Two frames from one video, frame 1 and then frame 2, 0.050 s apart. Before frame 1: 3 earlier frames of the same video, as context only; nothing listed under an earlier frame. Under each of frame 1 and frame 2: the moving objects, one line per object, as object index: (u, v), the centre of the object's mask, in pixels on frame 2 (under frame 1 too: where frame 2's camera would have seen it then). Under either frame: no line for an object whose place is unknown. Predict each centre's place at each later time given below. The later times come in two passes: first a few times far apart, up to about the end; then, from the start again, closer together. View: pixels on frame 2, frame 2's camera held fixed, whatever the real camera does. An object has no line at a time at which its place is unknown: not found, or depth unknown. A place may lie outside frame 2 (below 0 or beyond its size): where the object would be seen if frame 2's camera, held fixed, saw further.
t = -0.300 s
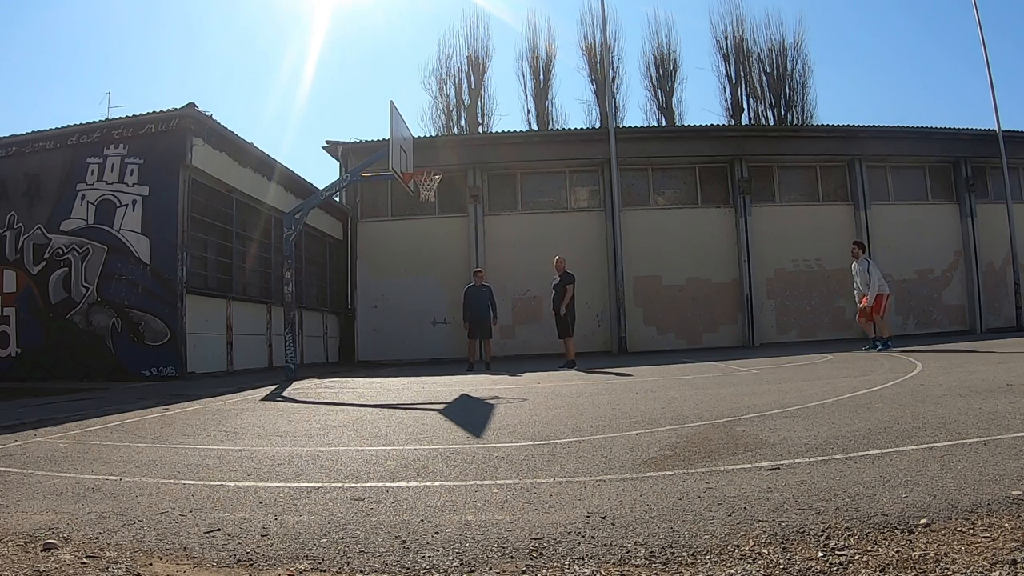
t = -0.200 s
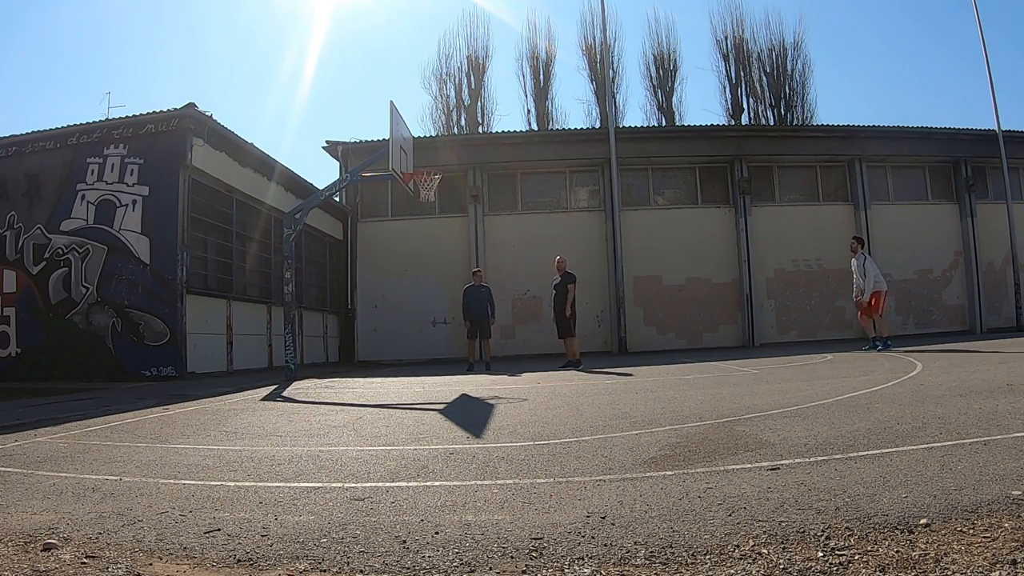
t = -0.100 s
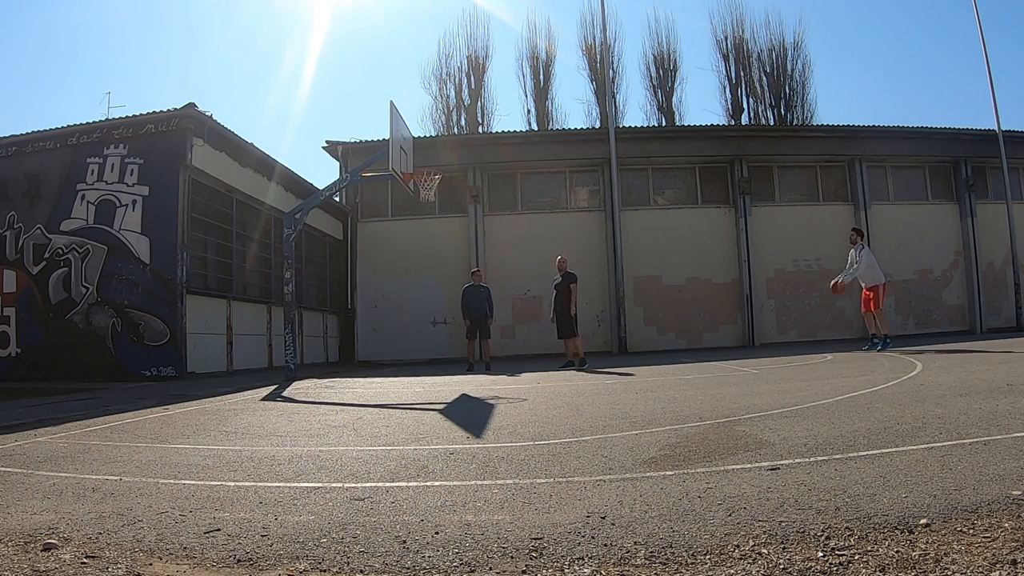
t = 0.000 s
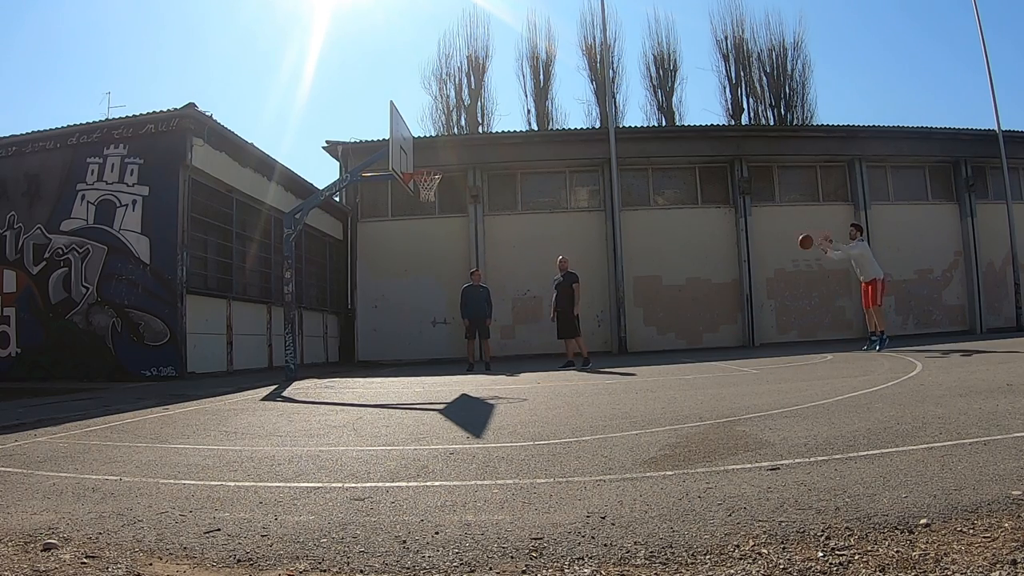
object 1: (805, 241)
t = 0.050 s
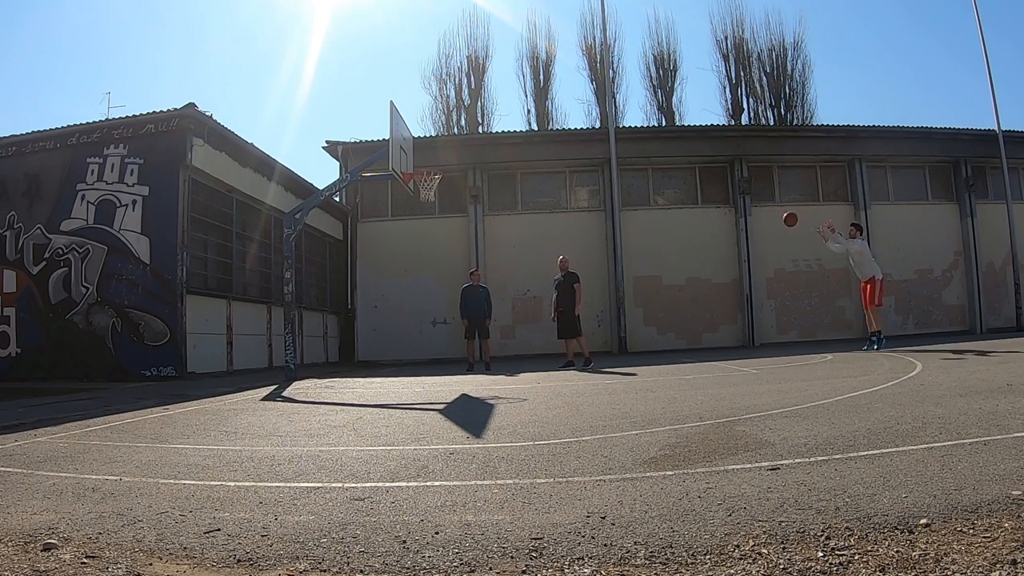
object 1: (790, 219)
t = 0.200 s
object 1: (744, 161)
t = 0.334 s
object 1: (705, 123)
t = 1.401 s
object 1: (468, 193)
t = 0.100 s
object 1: (774, 198)
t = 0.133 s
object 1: (763, 185)
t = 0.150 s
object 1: (760, 178)
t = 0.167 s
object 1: (754, 173)
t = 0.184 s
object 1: (749, 168)
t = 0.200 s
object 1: (744, 161)
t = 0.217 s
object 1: (739, 157)
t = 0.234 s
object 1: (734, 151)
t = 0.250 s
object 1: (729, 146)
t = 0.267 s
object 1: (724, 141)
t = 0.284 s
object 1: (720, 136)
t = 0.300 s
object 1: (715, 132)
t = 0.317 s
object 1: (710, 128)
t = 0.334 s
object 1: (705, 123)
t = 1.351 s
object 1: (454, 178)
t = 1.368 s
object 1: (460, 184)
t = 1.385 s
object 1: (465, 187)
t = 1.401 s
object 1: (468, 193)
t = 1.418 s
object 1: (473, 197)
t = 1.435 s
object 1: (478, 203)
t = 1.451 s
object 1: (481, 209)
